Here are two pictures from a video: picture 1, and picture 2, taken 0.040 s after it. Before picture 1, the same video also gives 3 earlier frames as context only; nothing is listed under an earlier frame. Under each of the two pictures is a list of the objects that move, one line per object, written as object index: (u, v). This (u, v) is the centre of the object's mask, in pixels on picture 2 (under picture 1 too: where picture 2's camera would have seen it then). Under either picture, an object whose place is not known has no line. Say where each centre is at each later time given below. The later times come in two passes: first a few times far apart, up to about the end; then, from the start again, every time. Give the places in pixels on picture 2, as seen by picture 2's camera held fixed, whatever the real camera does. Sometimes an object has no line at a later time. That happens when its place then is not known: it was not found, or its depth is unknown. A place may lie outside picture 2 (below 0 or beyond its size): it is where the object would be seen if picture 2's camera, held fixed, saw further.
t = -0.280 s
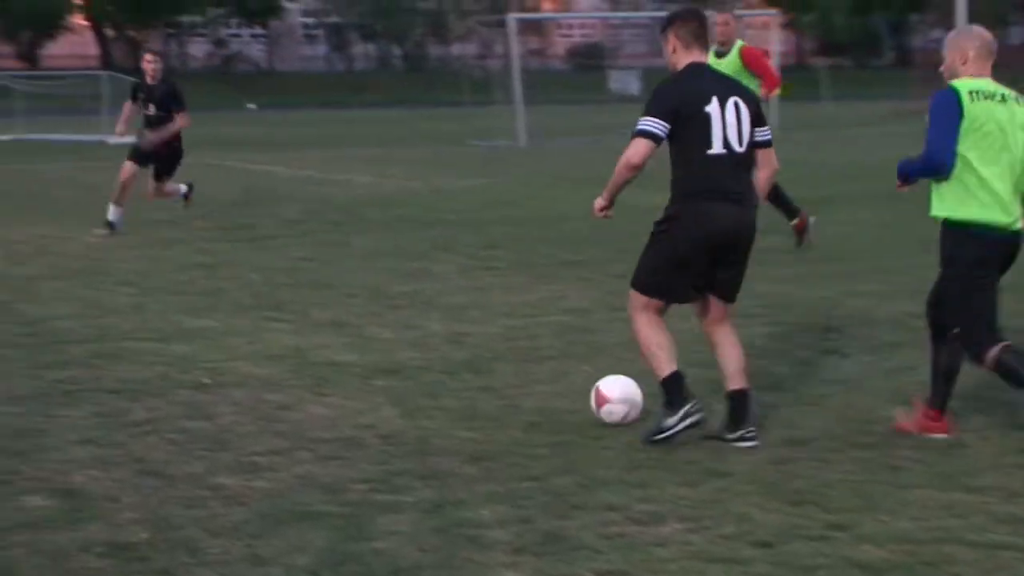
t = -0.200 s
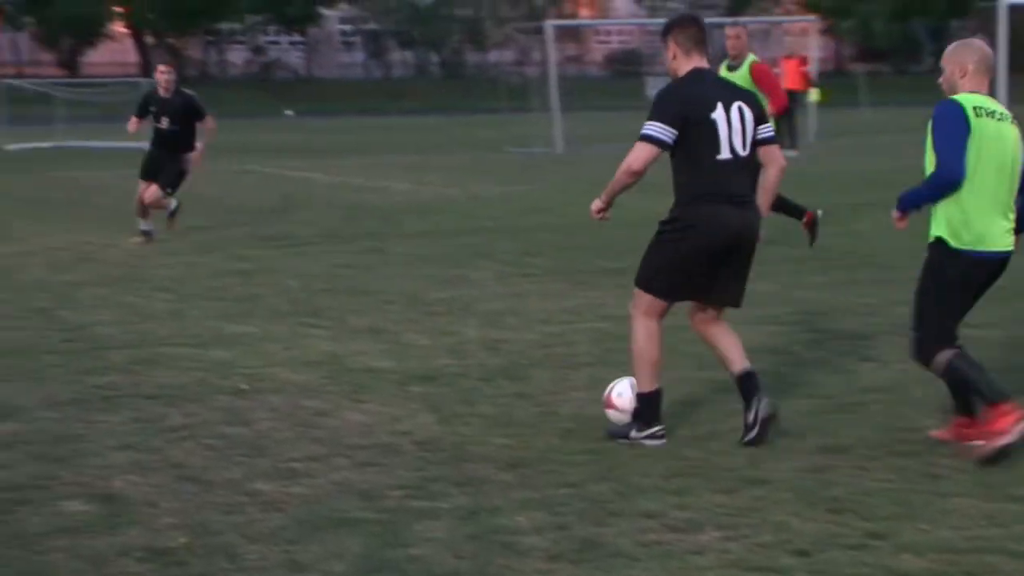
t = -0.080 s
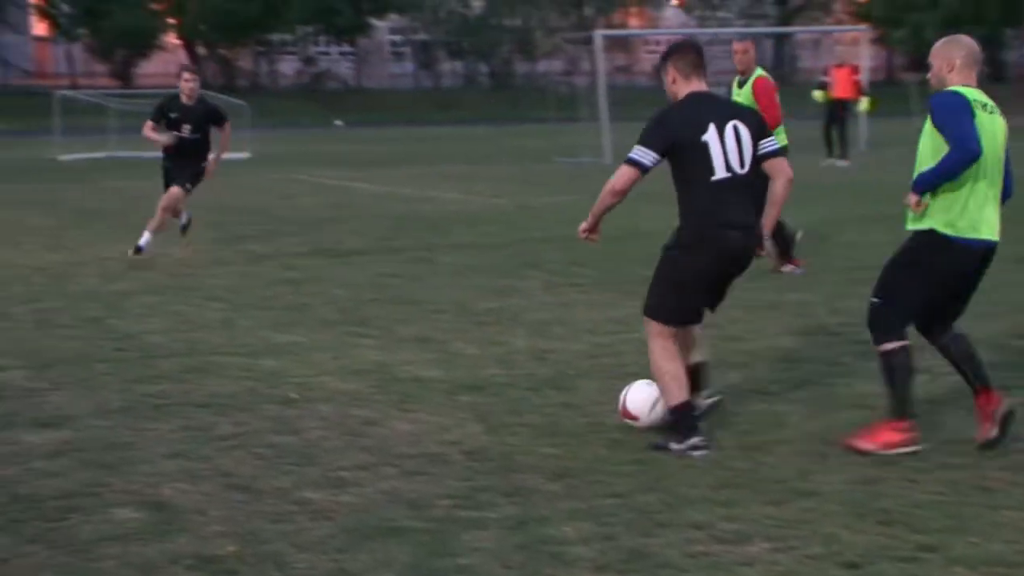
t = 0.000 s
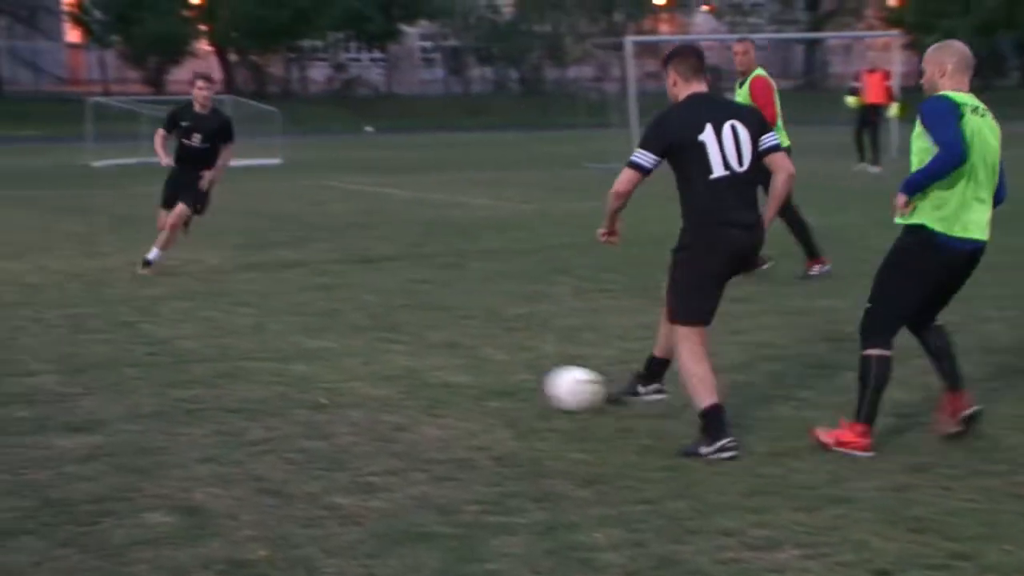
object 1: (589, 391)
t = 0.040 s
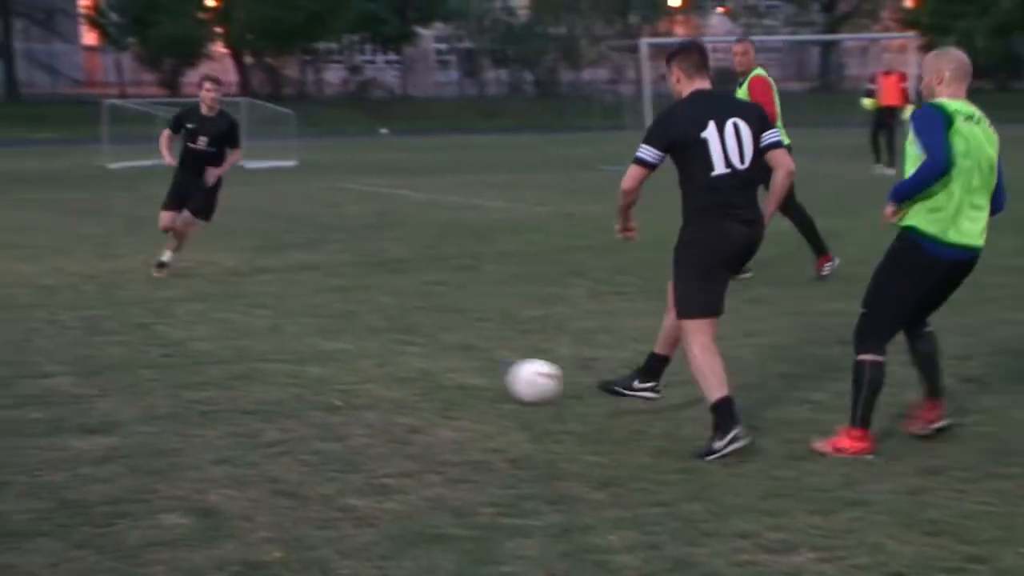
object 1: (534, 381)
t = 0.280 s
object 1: (305, 334)
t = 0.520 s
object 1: (169, 309)
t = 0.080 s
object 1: (486, 371)
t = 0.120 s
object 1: (445, 361)
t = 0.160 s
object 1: (405, 354)
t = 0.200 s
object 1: (367, 349)
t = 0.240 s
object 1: (333, 343)
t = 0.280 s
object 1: (305, 334)
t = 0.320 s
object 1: (278, 328)
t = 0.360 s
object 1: (252, 324)
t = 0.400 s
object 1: (228, 323)
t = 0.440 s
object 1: (205, 320)
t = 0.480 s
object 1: (187, 313)
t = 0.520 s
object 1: (169, 309)
